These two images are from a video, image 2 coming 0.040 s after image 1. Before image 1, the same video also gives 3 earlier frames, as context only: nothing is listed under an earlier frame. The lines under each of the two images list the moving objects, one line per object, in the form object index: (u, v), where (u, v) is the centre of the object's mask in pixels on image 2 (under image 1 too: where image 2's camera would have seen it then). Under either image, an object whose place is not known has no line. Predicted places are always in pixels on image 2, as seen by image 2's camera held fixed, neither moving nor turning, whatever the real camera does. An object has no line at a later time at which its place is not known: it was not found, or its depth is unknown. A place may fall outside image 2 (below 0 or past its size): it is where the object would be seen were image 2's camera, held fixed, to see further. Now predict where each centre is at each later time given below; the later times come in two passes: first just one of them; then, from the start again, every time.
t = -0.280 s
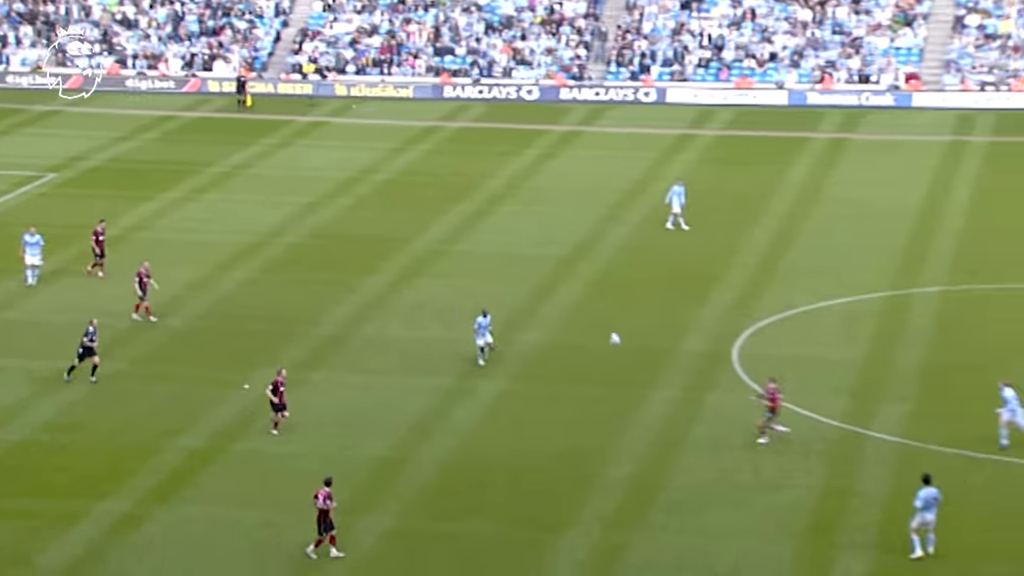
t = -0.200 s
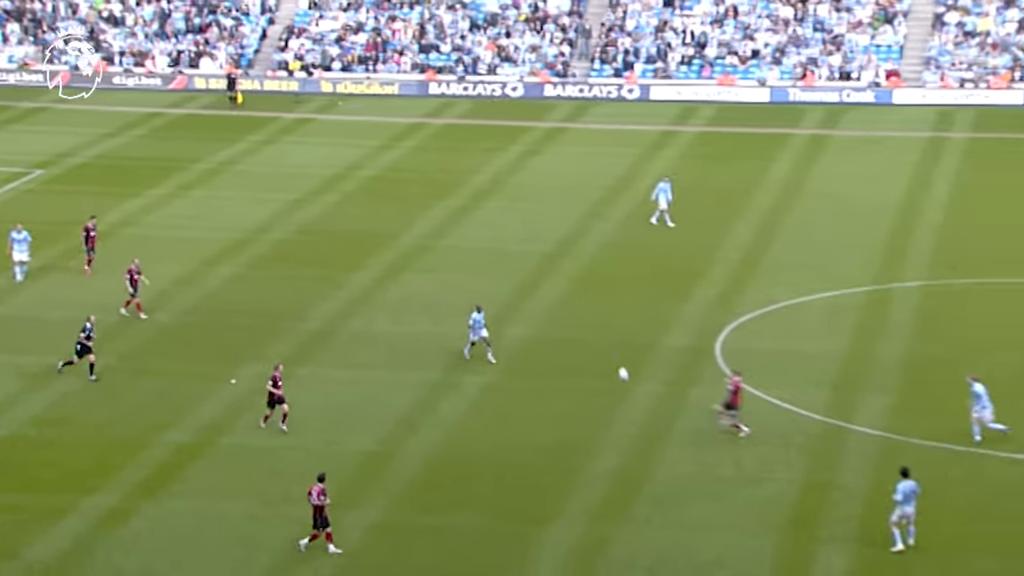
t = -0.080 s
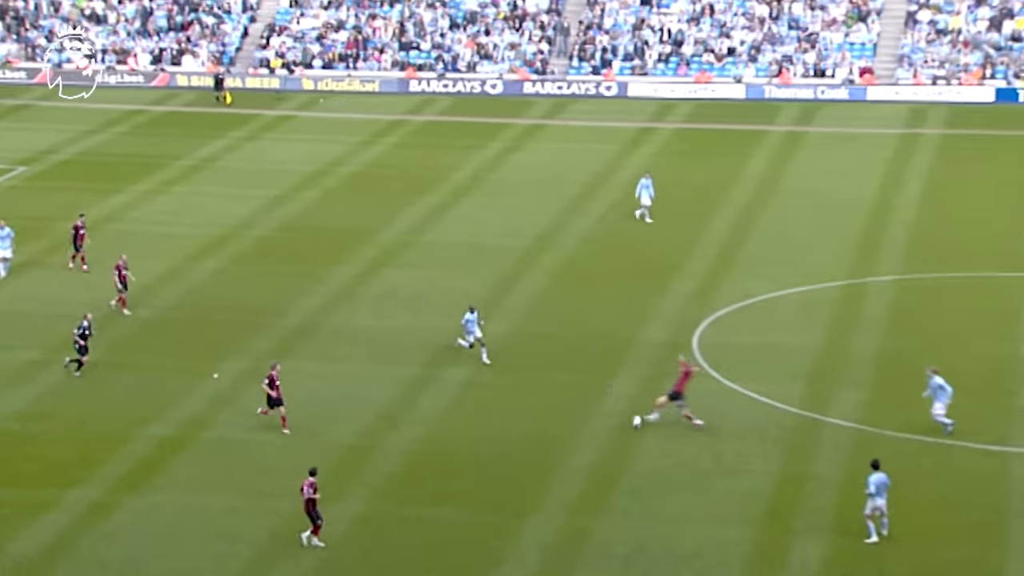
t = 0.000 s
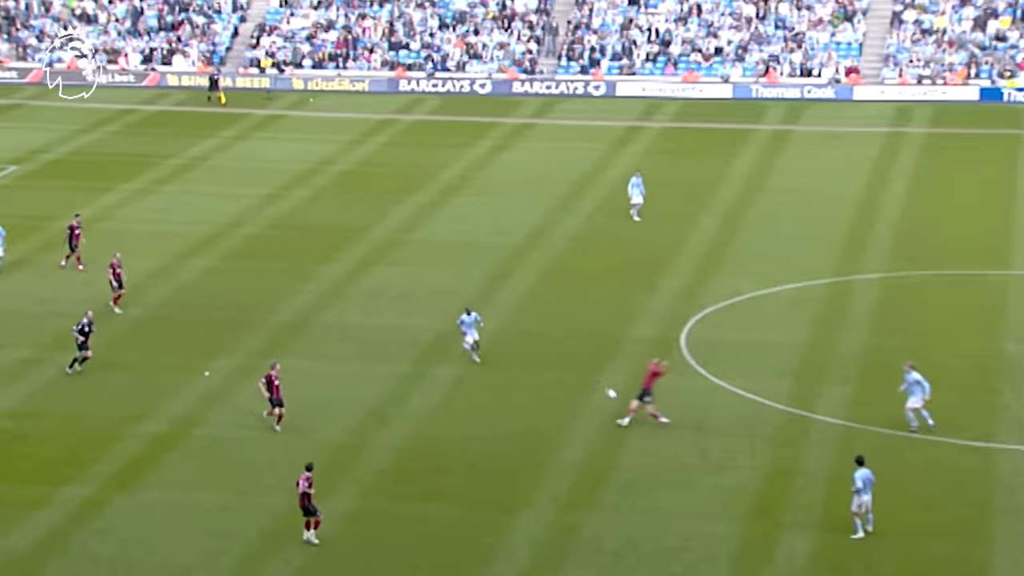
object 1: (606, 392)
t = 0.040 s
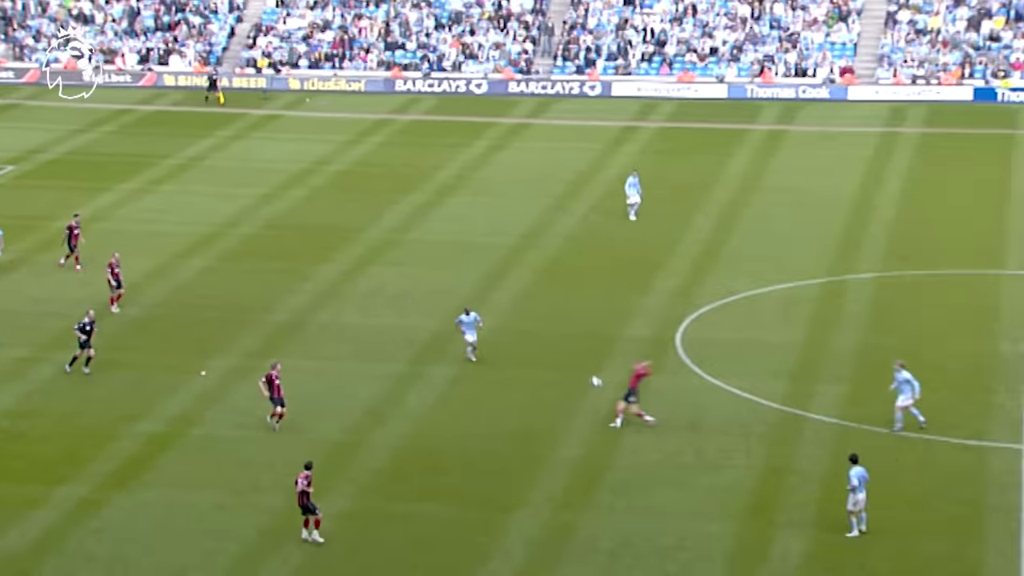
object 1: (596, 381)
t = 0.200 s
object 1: (556, 343)
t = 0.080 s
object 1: (586, 371)
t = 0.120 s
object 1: (575, 360)
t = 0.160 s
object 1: (566, 352)
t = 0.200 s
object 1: (556, 343)
